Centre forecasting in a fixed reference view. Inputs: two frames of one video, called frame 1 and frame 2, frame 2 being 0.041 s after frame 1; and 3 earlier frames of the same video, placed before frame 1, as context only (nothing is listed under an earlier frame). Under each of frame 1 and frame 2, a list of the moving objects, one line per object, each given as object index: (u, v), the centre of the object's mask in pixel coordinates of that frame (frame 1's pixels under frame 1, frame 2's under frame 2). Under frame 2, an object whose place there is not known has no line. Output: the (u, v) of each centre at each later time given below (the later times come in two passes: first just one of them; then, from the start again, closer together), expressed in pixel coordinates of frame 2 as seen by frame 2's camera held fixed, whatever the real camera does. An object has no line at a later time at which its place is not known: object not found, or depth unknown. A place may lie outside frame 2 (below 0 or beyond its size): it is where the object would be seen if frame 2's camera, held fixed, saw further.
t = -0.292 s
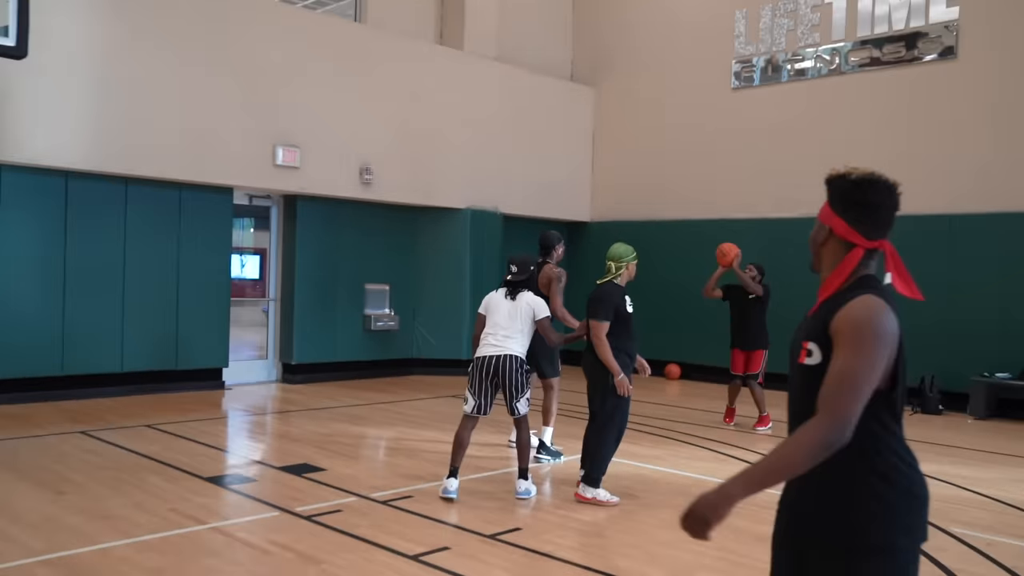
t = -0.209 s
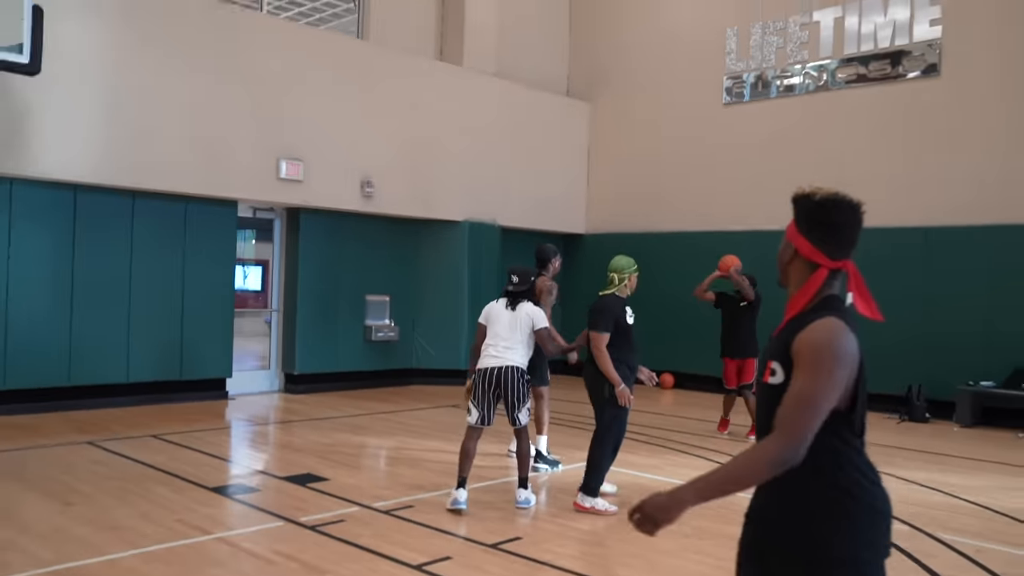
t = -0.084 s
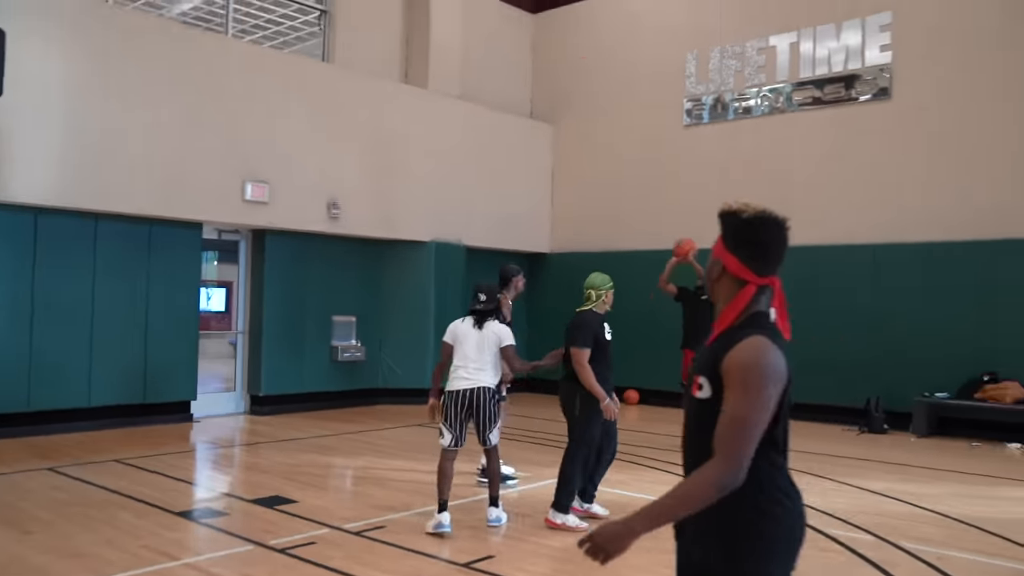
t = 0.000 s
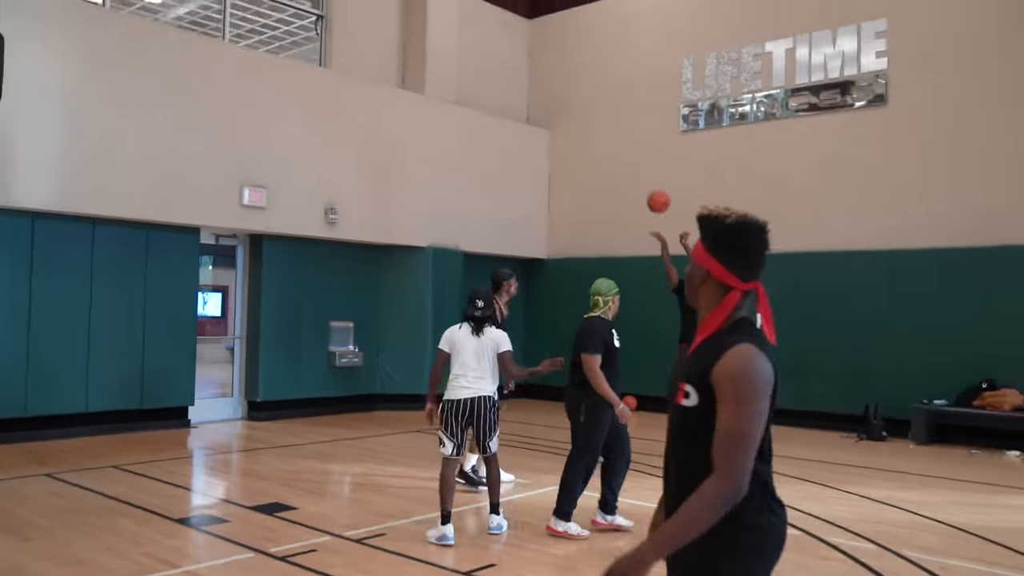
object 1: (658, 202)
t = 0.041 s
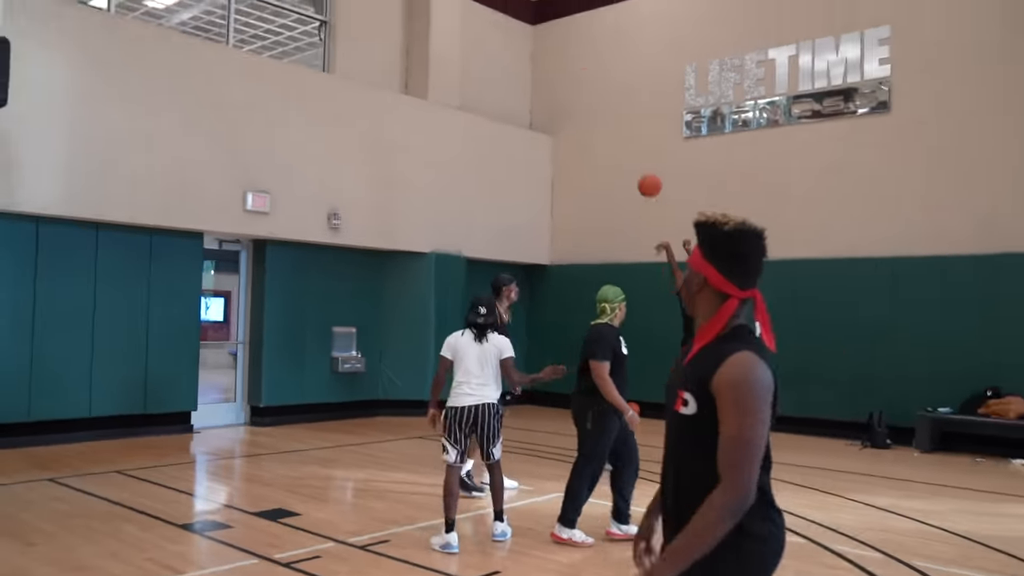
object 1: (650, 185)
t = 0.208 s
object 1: (586, 83)
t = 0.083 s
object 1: (631, 153)
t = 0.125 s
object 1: (619, 133)
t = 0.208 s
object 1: (586, 83)
